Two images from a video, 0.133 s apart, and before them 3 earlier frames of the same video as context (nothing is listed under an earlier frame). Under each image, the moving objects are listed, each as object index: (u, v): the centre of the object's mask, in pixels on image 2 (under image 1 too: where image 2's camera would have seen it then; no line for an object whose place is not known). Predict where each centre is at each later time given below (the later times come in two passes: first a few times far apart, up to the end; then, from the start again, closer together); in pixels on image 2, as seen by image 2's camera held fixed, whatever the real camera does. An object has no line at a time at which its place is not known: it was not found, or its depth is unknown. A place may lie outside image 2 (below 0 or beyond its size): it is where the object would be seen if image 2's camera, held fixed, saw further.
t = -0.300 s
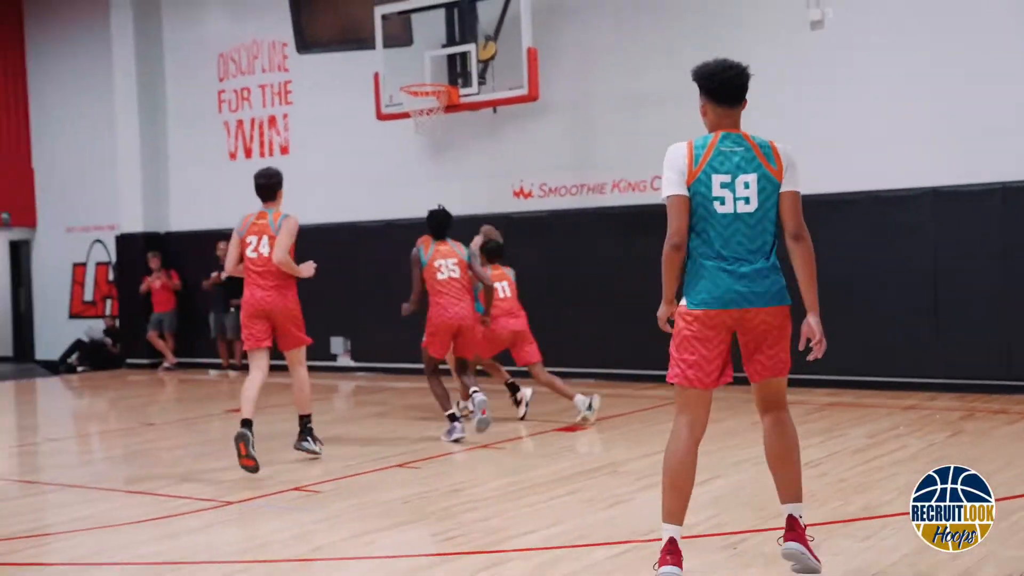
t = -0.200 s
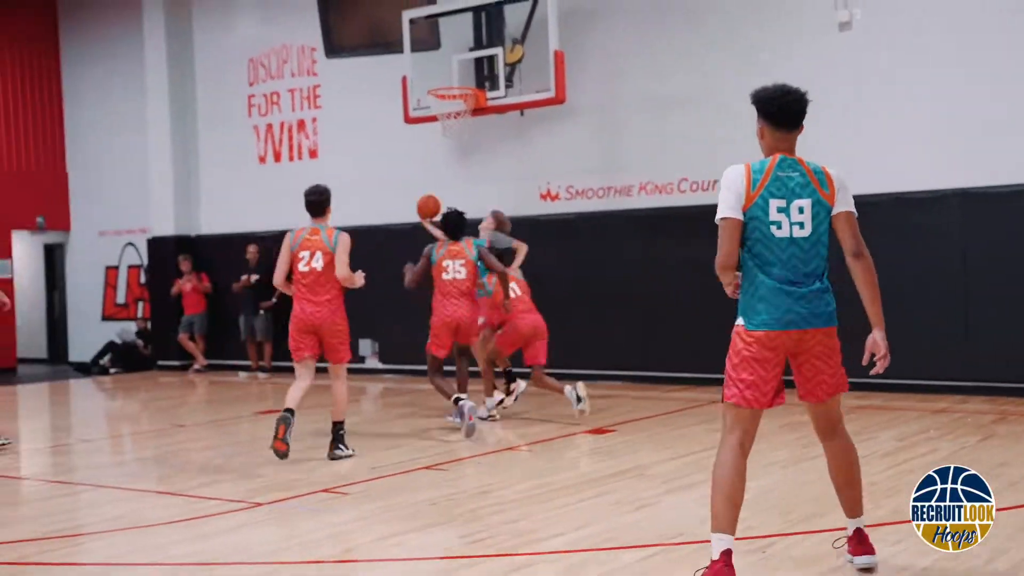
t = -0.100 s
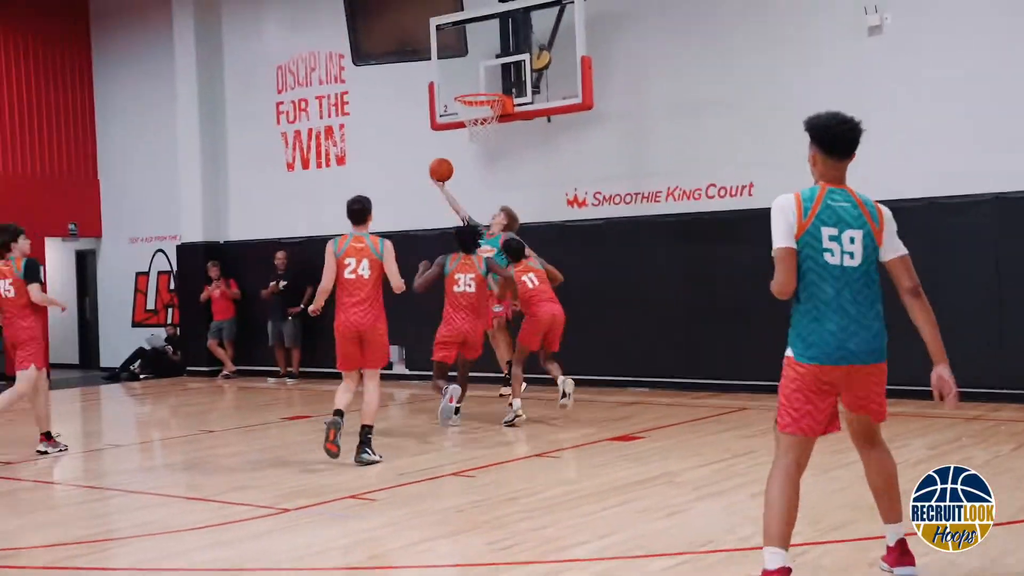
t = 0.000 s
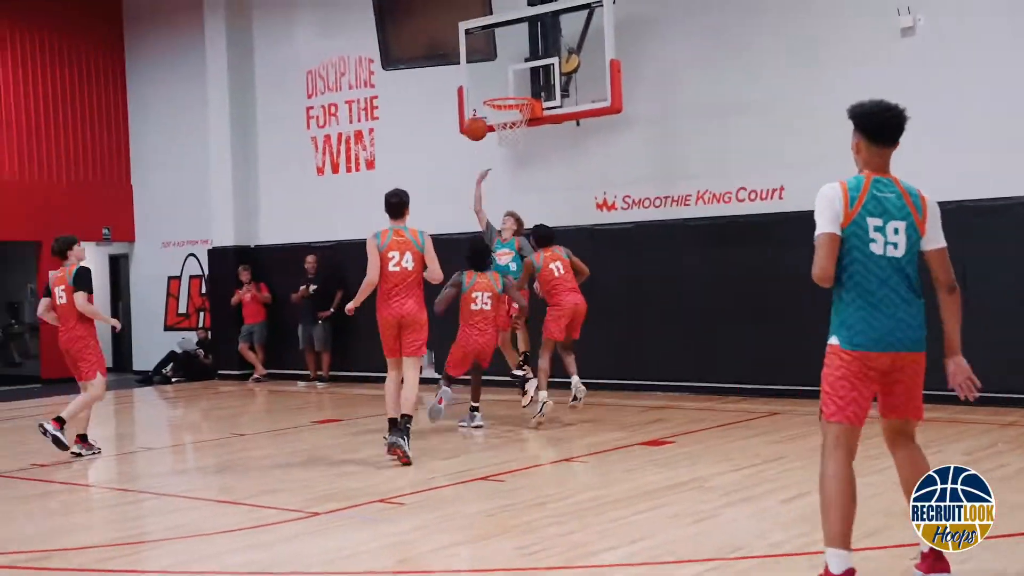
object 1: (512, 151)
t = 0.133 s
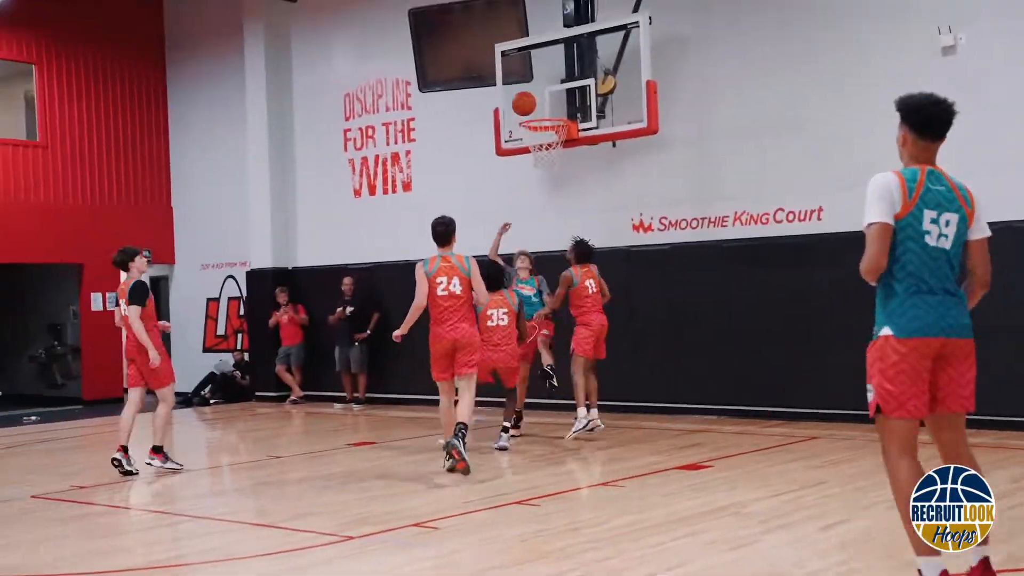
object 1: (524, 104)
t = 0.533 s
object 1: (551, 97)
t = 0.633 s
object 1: (555, 115)
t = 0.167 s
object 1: (527, 95)
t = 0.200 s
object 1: (530, 88)
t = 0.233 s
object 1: (531, 84)
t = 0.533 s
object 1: (551, 97)
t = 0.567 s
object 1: (554, 104)
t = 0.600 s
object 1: (556, 110)
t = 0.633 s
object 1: (555, 115)
